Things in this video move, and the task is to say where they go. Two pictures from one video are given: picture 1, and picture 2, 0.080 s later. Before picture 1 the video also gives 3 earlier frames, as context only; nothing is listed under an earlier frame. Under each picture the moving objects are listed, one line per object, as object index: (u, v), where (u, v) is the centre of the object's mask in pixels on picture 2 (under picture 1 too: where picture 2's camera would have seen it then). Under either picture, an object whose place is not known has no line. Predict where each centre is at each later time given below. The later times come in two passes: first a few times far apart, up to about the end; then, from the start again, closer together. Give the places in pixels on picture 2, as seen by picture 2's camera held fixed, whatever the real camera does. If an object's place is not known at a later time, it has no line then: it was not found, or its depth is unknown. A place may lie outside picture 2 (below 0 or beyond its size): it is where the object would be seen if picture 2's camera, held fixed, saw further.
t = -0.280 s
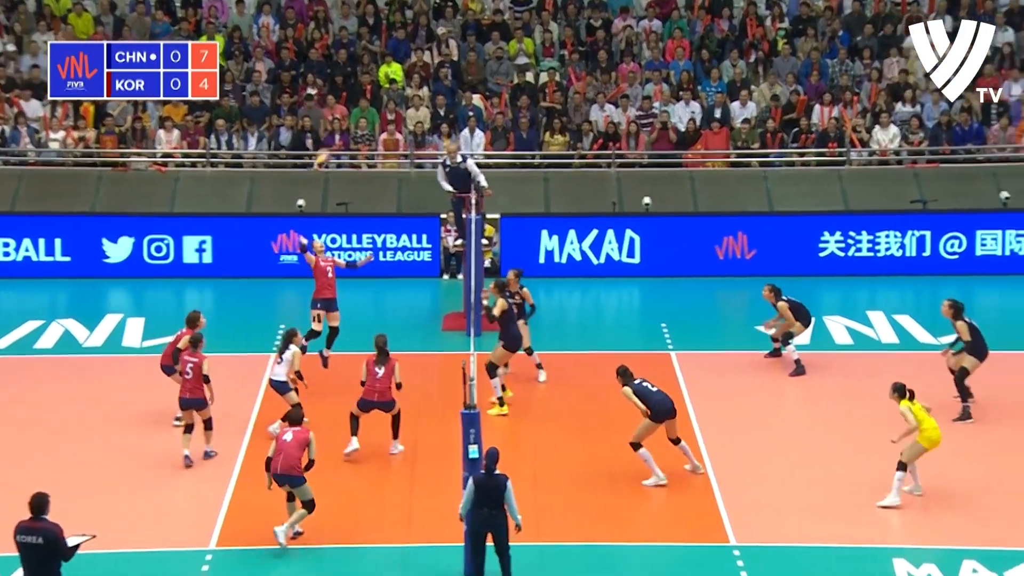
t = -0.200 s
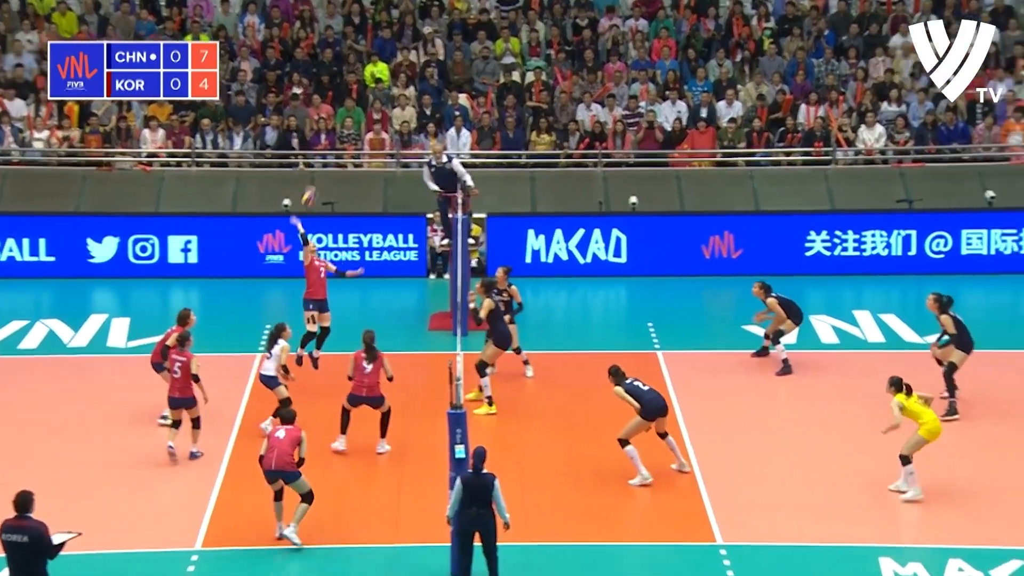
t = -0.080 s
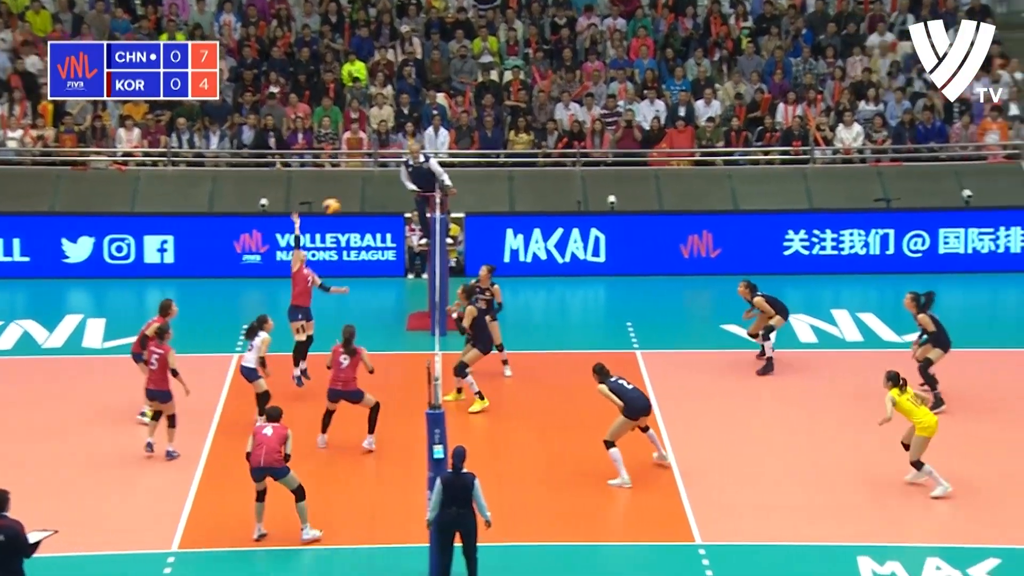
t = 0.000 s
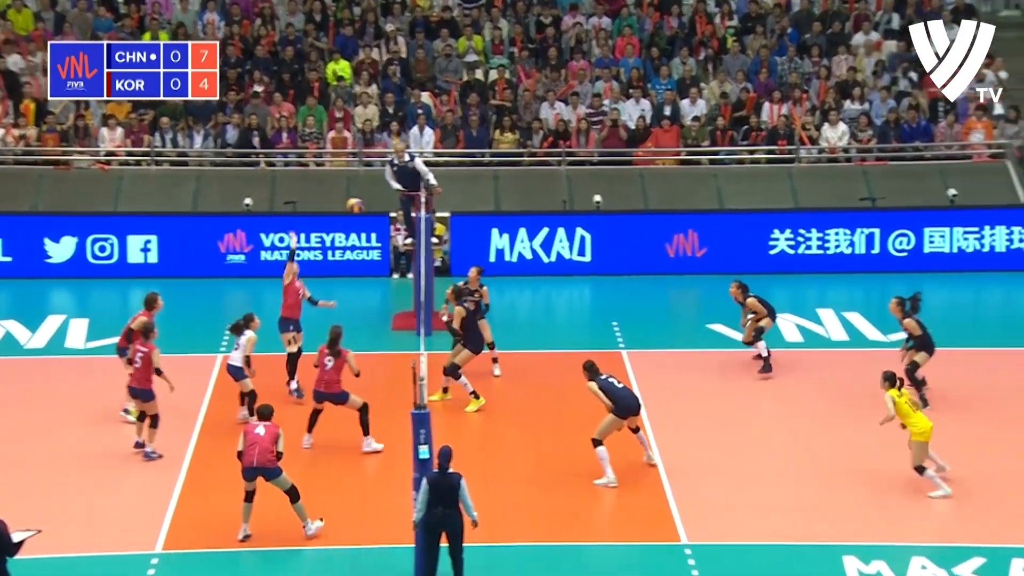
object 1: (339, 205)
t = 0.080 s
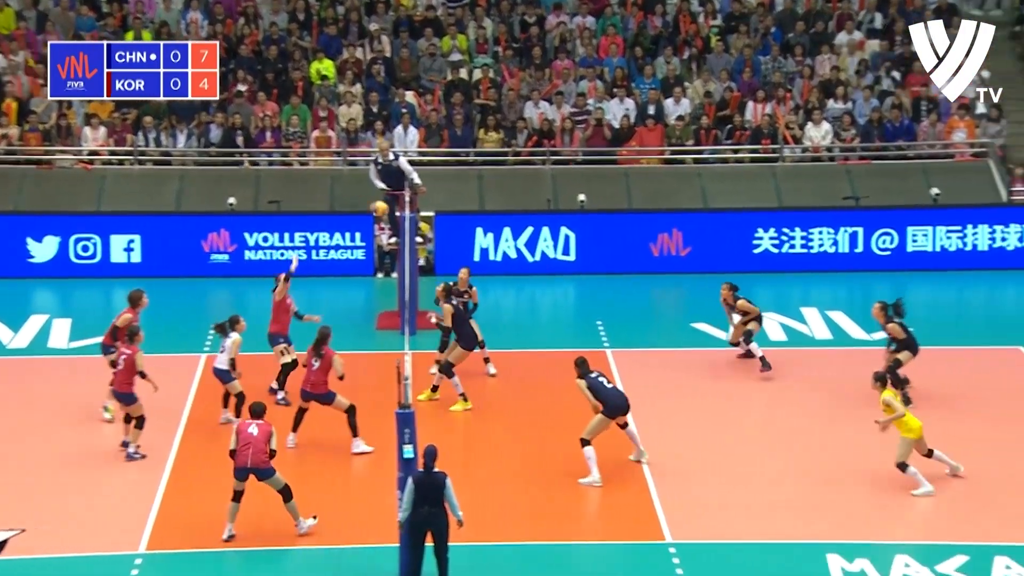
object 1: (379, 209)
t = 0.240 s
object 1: (458, 230)
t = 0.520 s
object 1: (590, 315)
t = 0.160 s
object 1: (419, 220)
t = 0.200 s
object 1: (437, 223)
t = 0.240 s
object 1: (458, 230)
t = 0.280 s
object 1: (475, 238)
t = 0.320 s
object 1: (496, 250)
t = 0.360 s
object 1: (515, 260)
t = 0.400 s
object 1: (535, 271)
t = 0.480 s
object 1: (573, 300)
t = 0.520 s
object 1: (590, 315)
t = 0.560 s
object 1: (610, 331)
